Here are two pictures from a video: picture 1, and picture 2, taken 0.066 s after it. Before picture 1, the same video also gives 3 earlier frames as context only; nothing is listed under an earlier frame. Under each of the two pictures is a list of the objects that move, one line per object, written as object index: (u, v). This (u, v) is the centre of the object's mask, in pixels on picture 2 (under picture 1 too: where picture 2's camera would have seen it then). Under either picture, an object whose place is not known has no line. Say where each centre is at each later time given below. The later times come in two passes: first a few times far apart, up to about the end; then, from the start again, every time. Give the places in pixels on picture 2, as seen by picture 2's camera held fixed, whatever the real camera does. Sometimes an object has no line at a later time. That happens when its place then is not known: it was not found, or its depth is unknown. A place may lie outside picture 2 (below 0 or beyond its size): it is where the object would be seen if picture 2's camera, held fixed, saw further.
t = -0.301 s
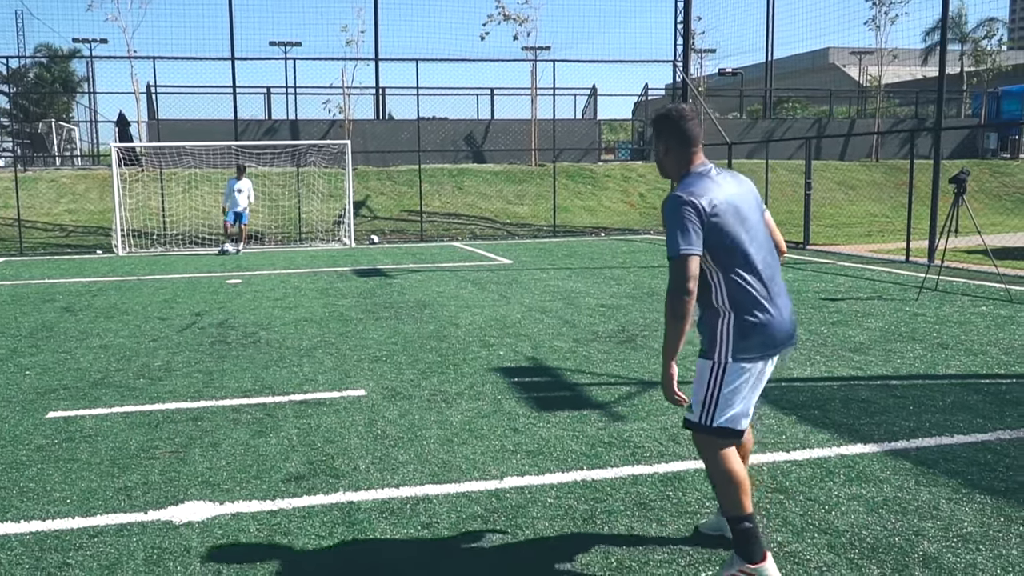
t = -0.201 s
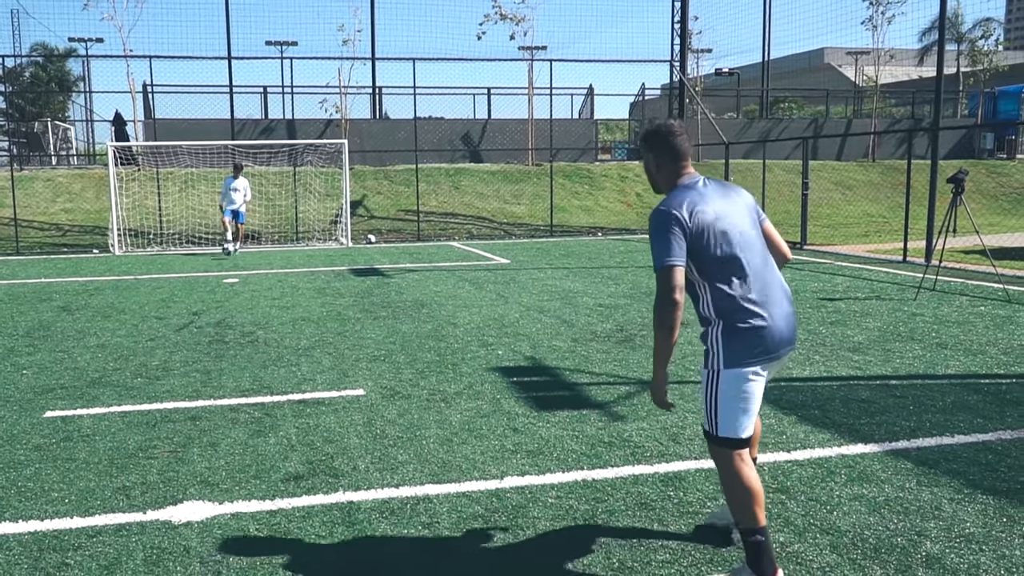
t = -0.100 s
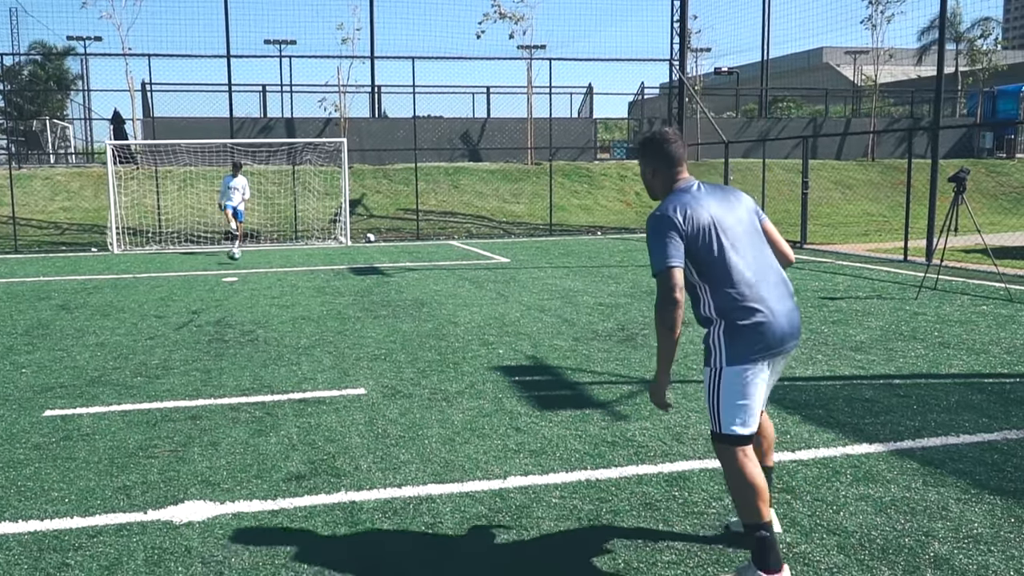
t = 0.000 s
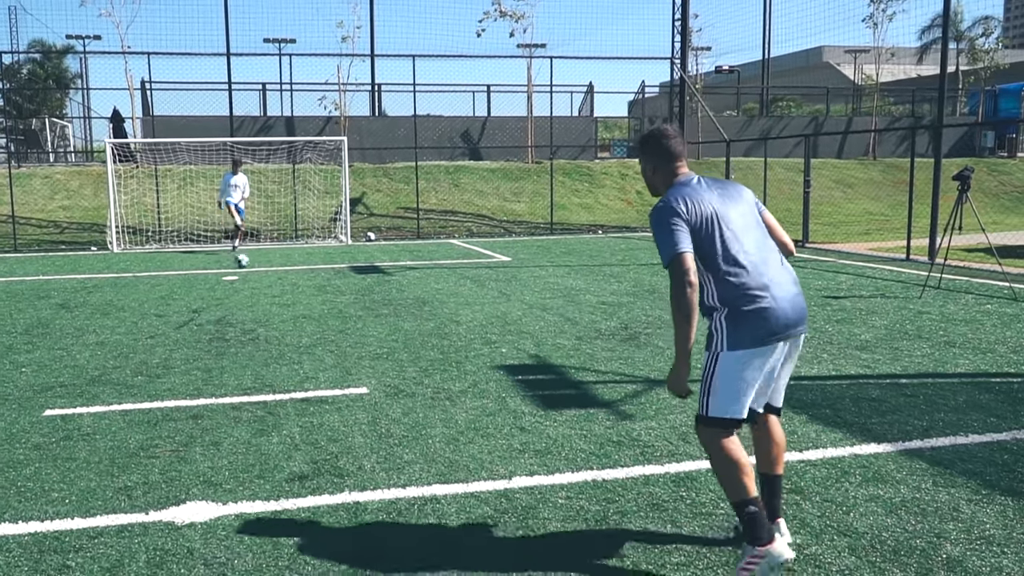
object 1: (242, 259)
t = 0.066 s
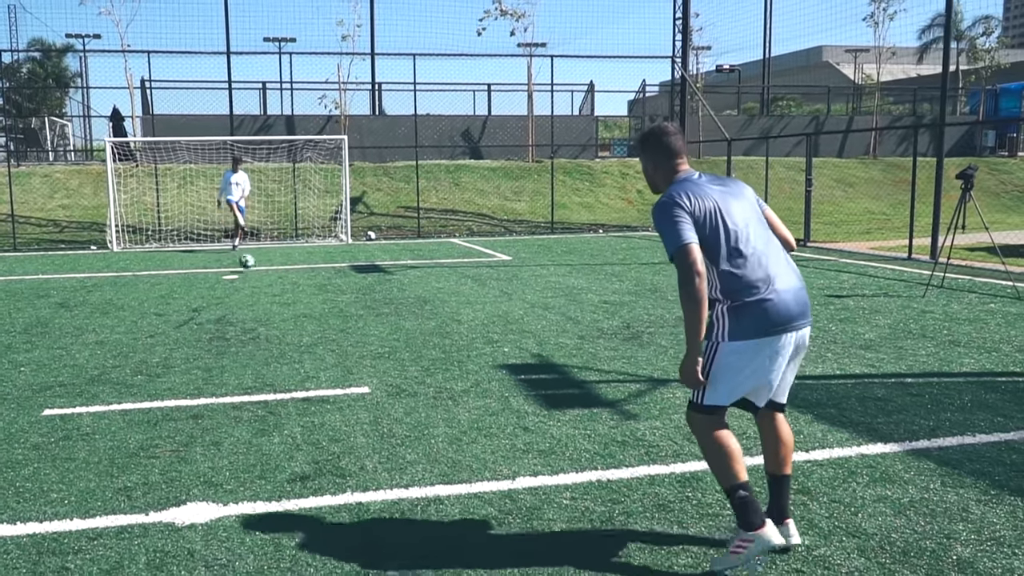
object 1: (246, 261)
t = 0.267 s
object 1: (262, 275)
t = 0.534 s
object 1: (290, 295)
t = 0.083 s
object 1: (247, 262)
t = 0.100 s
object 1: (249, 263)
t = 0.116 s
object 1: (250, 264)
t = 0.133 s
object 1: (251, 266)
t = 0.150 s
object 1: (253, 268)
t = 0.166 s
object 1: (254, 270)
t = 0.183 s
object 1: (255, 272)
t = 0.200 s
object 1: (257, 274)
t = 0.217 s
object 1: (258, 275)
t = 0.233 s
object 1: (259, 274)
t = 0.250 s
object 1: (261, 275)
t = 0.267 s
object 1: (262, 275)
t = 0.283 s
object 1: (264, 276)
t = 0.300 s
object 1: (265, 276)
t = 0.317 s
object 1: (267, 277)
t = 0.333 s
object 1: (268, 279)
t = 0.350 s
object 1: (270, 280)
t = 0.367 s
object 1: (272, 282)
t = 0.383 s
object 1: (273, 284)
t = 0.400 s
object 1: (276, 287)
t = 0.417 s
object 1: (277, 289)
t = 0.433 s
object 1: (280, 293)
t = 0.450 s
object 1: (281, 292)
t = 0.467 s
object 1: (282, 292)
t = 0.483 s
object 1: (285, 293)
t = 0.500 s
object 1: (287, 293)
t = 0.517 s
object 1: (288, 294)
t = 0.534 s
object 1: (290, 295)
